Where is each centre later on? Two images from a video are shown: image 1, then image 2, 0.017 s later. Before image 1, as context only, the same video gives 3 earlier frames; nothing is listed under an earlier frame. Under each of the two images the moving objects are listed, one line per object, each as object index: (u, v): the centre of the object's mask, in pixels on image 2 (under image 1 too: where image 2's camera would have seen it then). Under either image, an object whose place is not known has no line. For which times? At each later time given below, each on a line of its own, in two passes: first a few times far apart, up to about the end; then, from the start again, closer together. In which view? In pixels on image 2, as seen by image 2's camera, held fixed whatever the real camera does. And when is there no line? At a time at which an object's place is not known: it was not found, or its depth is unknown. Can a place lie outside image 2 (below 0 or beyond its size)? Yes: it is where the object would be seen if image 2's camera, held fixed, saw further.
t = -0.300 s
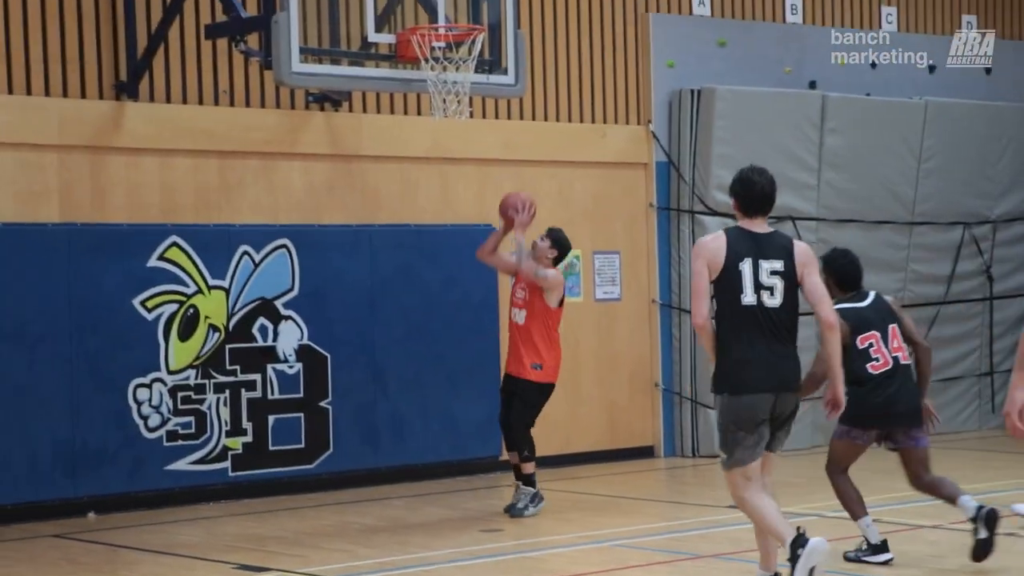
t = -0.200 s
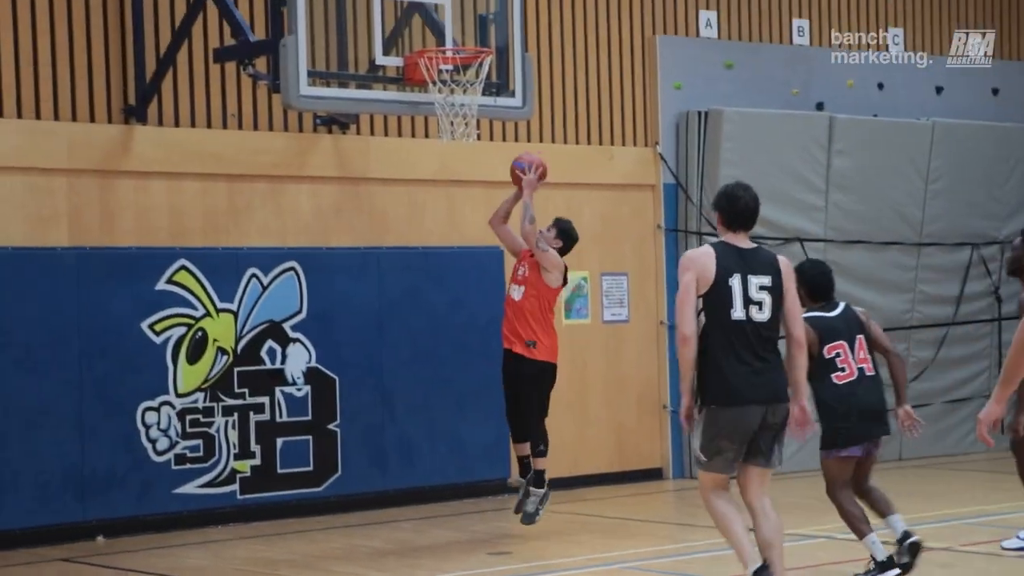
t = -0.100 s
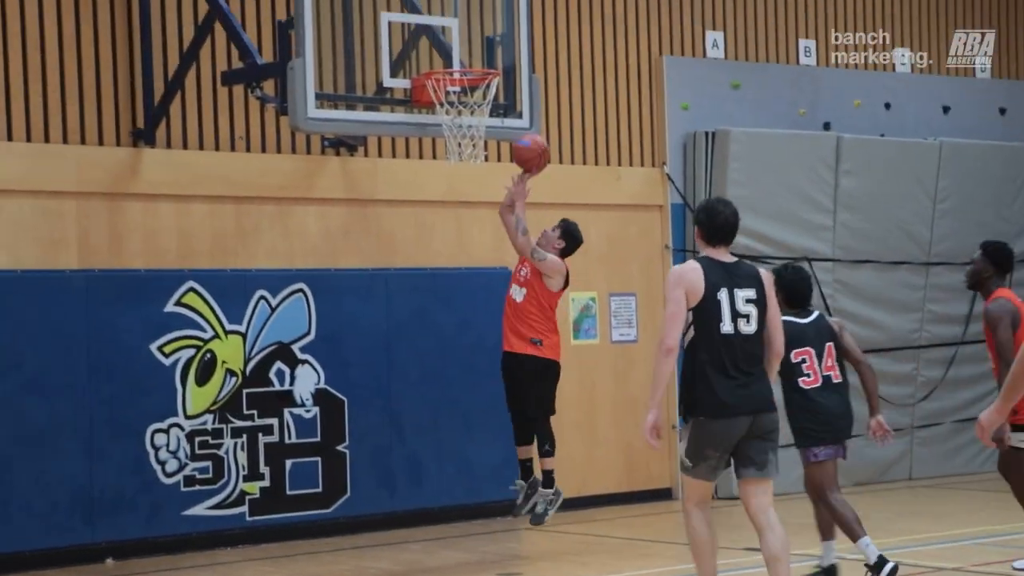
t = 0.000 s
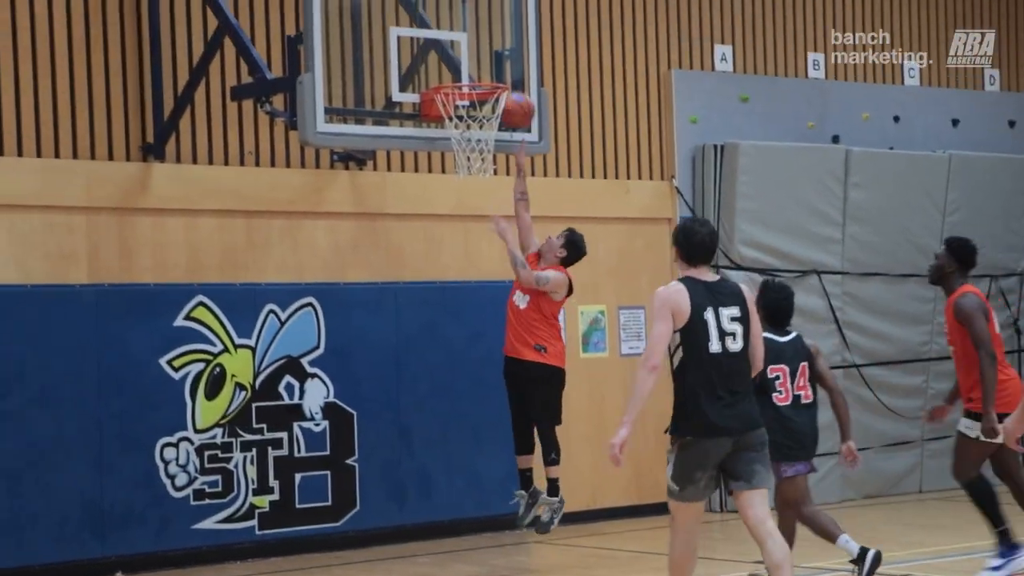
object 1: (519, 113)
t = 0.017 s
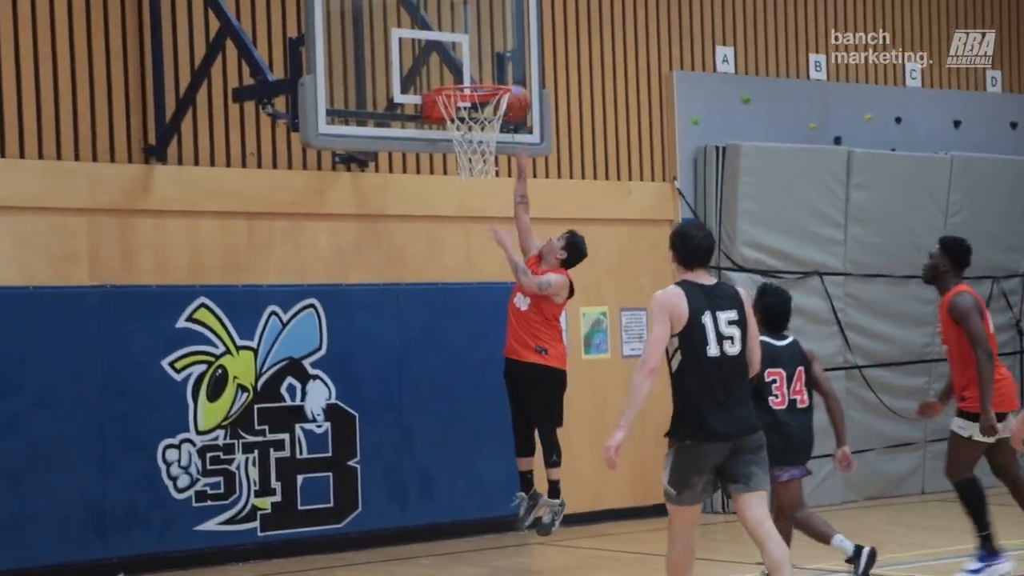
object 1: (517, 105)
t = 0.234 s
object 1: (472, 42)
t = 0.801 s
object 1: (483, 189)
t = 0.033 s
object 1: (513, 93)
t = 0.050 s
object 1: (504, 81)
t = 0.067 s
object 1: (497, 74)
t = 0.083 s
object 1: (490, 70)
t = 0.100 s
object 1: (486, 65)
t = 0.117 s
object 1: (480, 59)
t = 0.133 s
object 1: (475, 54)
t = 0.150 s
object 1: (475, 50)
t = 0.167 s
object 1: (474, 48)
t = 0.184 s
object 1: (473, 46)
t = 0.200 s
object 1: (473, 44)
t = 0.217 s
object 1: (472, 43)
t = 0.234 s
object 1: (472, 42)
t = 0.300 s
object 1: (471, 42)
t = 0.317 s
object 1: (471, 44)
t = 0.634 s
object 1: (472, 132)
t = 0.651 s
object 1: (473, 135)
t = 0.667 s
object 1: (474, 140)
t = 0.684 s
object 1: (476, 146)
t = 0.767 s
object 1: (481, 173)
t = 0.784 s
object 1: (481, 181)
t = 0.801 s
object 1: (483, 189)
